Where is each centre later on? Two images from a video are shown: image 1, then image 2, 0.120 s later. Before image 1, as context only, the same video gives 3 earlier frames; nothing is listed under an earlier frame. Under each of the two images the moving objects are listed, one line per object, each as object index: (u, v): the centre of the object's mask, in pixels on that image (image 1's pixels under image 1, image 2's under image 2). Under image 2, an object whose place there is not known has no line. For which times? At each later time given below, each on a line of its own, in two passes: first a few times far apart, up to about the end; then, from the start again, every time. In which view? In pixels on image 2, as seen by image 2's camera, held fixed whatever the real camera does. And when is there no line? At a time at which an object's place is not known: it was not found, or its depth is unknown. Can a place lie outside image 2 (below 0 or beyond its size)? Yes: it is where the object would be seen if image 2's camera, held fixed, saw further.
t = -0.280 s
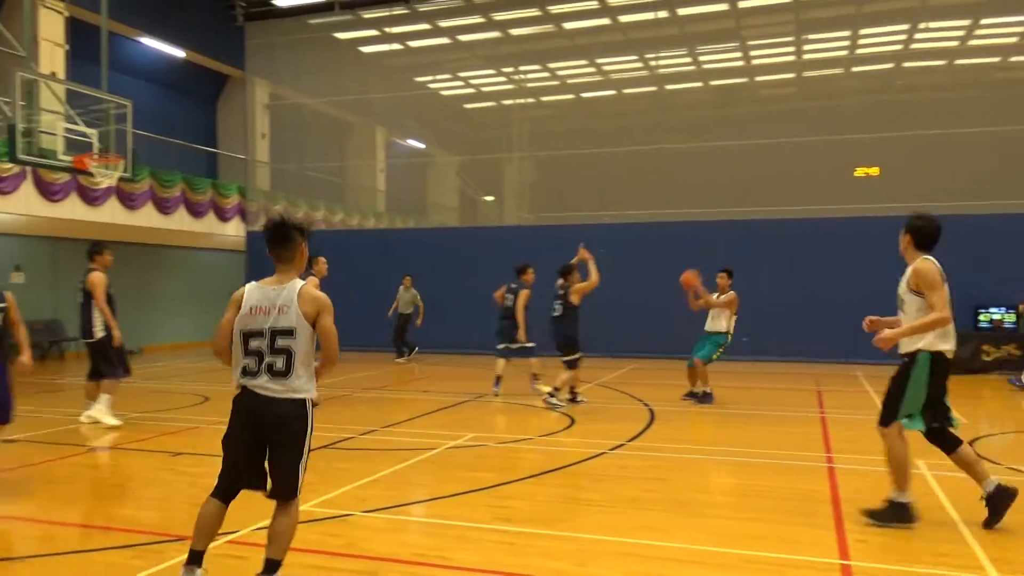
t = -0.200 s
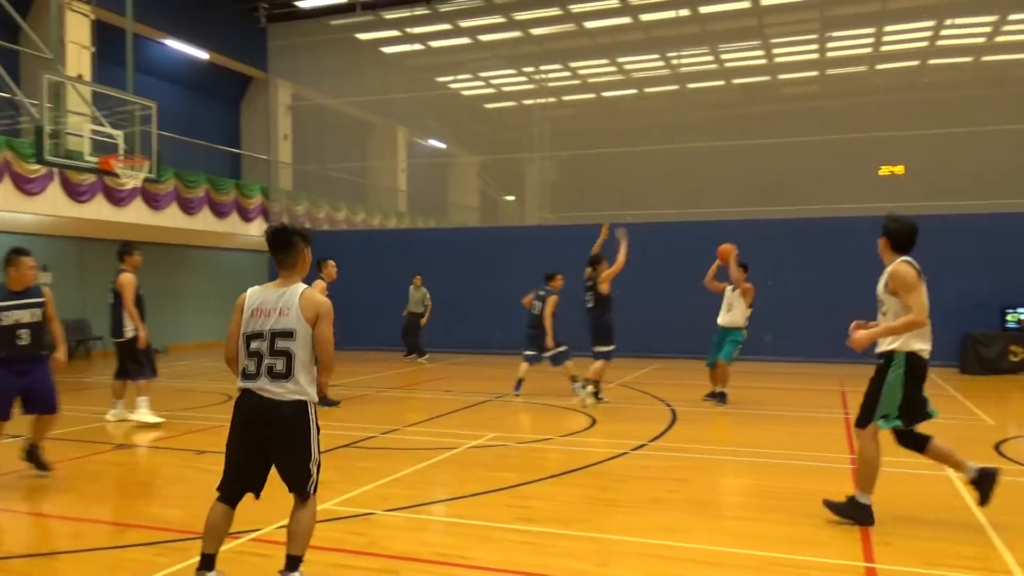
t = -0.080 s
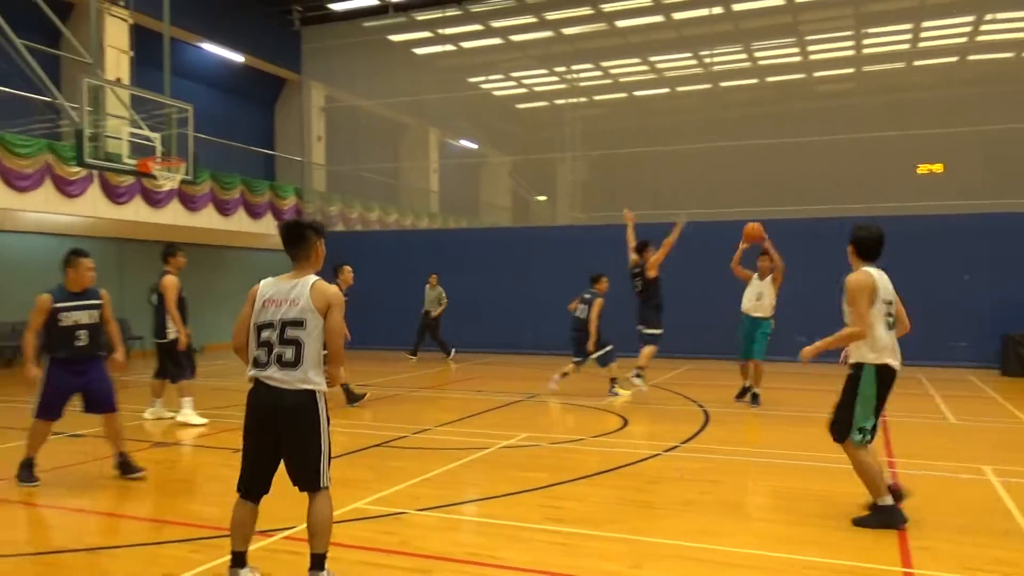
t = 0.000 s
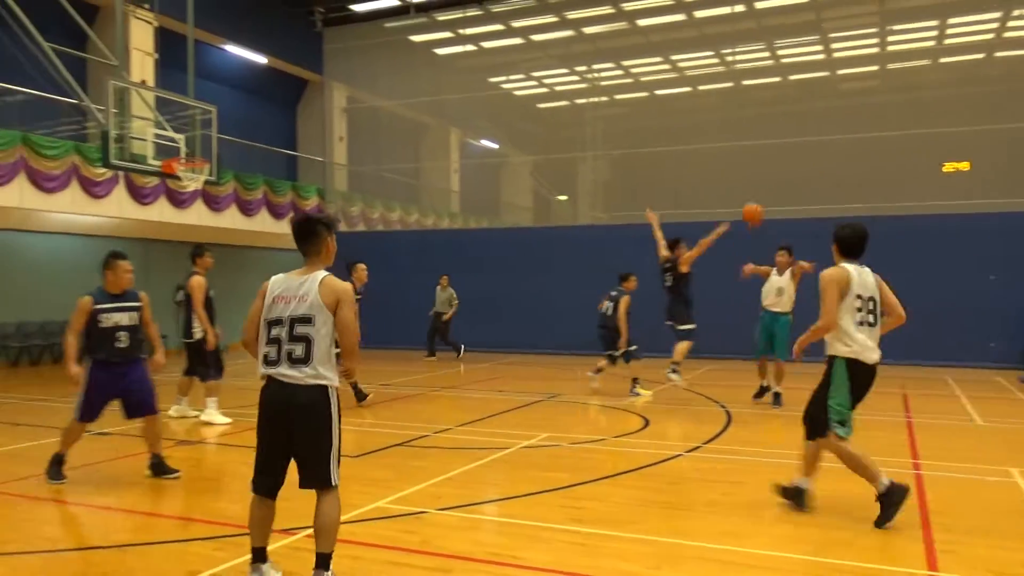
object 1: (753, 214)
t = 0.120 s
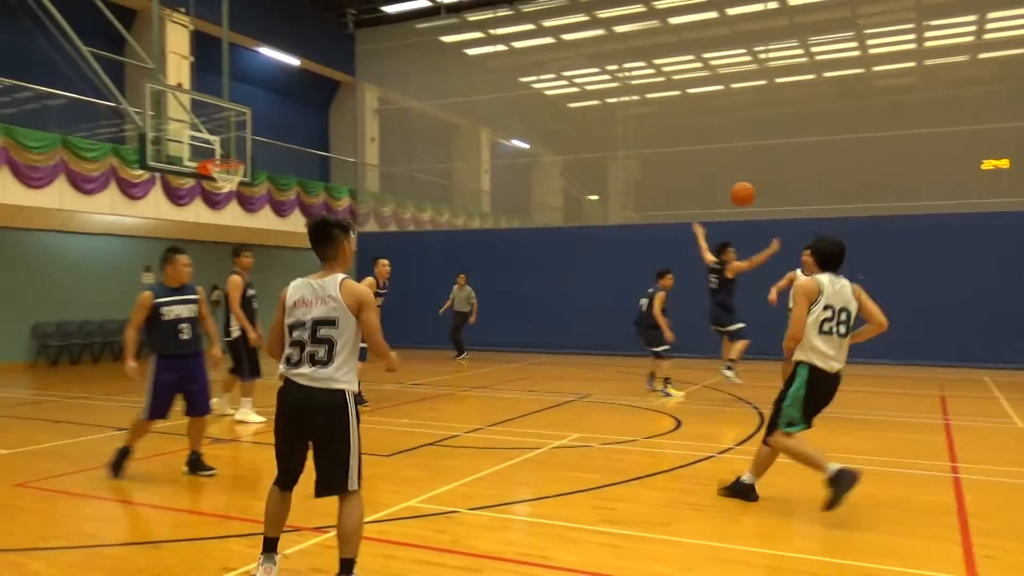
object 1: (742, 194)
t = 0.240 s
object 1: (689, 187)
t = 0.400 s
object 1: (592, 205)
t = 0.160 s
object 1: (726, 190)
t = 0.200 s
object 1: (709, 188)
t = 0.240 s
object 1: (689, 187)
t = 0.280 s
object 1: (668, 188)
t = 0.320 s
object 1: (644, 191)
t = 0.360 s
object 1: (620, 197)
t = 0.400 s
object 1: (592, 205)
